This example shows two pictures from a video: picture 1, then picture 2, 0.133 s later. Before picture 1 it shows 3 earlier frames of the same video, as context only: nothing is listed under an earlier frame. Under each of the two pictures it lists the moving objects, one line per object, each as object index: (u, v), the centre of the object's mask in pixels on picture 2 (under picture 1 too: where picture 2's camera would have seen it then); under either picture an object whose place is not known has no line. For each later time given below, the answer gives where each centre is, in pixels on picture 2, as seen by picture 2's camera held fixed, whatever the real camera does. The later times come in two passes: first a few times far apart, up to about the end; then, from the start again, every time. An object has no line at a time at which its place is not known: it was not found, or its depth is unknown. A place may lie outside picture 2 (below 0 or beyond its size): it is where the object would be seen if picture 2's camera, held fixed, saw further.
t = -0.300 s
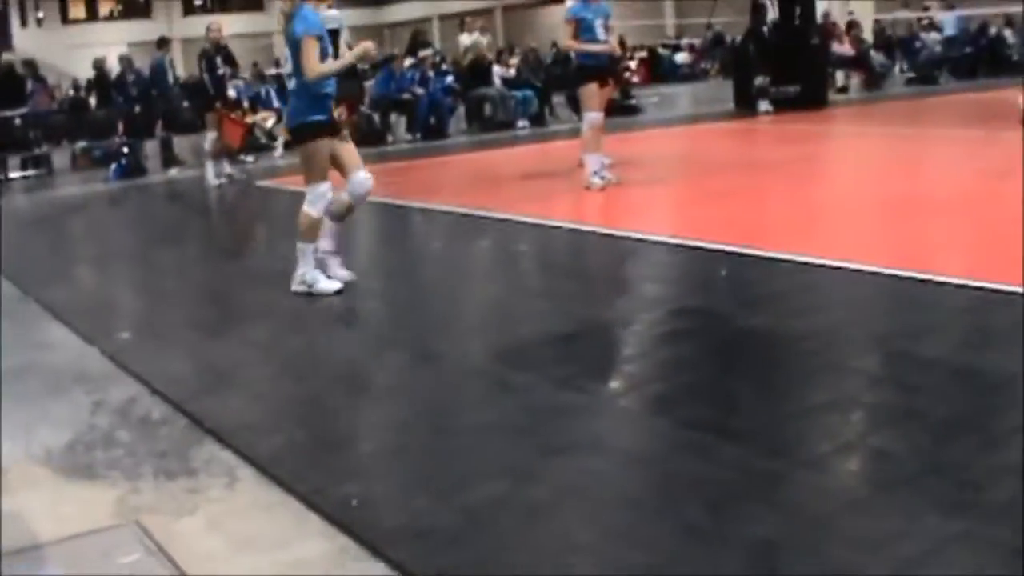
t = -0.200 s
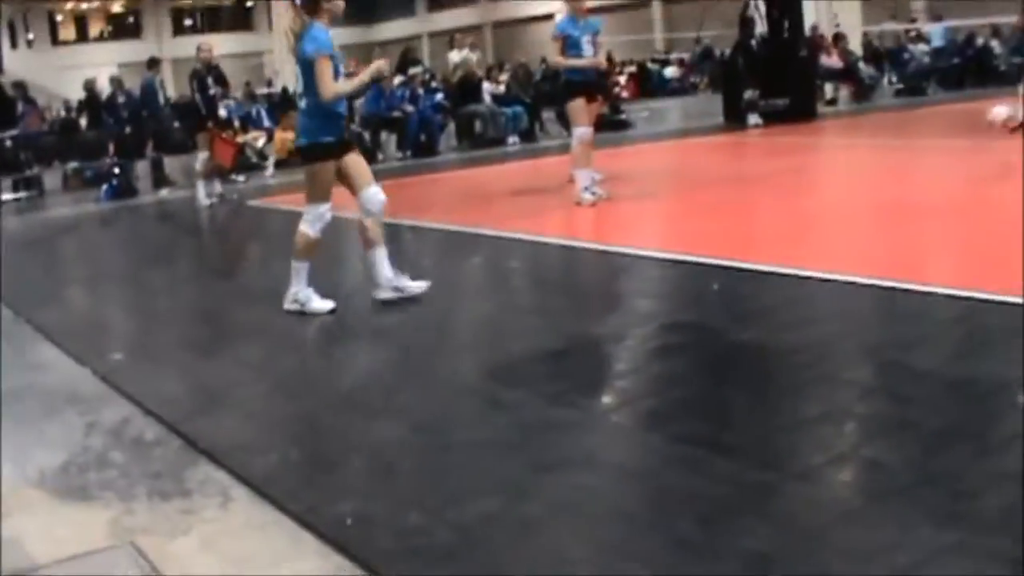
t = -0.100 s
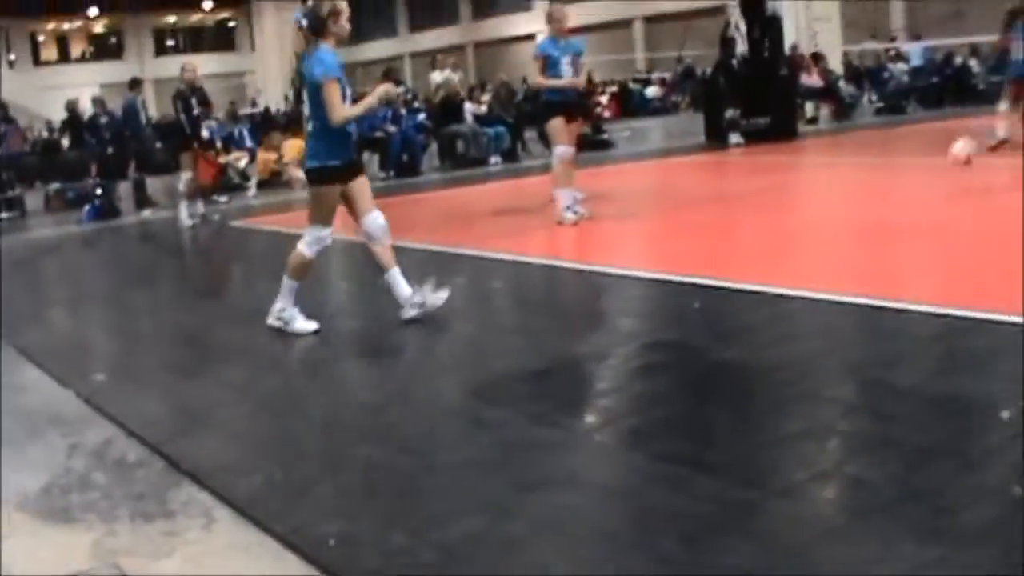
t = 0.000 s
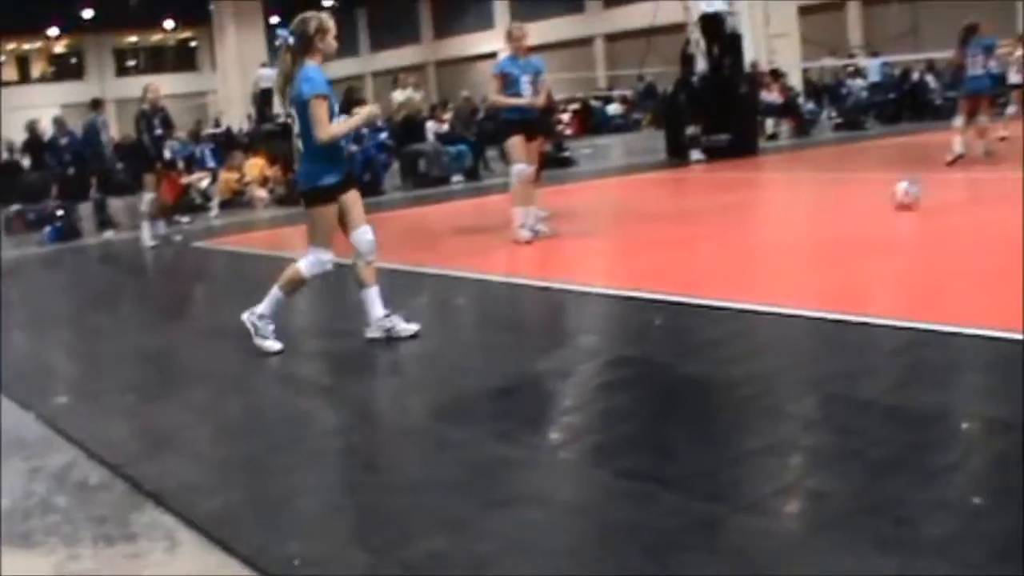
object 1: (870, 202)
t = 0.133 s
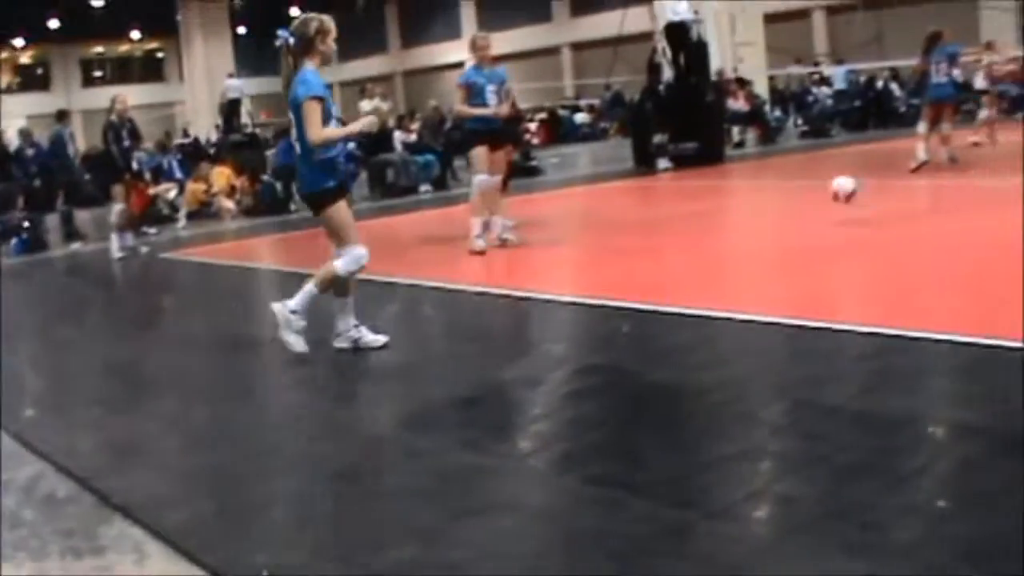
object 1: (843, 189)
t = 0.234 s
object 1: (824, 195)
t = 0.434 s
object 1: (782, 219)
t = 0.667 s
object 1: (723, 249)
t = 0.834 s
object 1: (670, 261)
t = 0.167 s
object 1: (840, 189)
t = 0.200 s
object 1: (832, 190)
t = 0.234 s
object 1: (824, 195)
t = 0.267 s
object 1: (818, 200)
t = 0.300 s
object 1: (811, 207)
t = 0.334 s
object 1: (807, 216)
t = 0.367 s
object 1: (798, 224)
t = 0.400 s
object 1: (791, 221)
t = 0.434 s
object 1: (782, 219)
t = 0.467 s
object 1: (773, 218)
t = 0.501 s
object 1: (767, 219)
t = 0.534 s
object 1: (757, 221)
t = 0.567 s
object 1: (750, 227)
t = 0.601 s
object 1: (743, 232)
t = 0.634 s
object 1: (732, 244)
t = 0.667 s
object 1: (723, 249)
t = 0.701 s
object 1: (713, 248)
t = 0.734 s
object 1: (703, 246)
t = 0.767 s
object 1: (693, 249)
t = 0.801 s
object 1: (682, 254)
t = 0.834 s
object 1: (670, 261)
